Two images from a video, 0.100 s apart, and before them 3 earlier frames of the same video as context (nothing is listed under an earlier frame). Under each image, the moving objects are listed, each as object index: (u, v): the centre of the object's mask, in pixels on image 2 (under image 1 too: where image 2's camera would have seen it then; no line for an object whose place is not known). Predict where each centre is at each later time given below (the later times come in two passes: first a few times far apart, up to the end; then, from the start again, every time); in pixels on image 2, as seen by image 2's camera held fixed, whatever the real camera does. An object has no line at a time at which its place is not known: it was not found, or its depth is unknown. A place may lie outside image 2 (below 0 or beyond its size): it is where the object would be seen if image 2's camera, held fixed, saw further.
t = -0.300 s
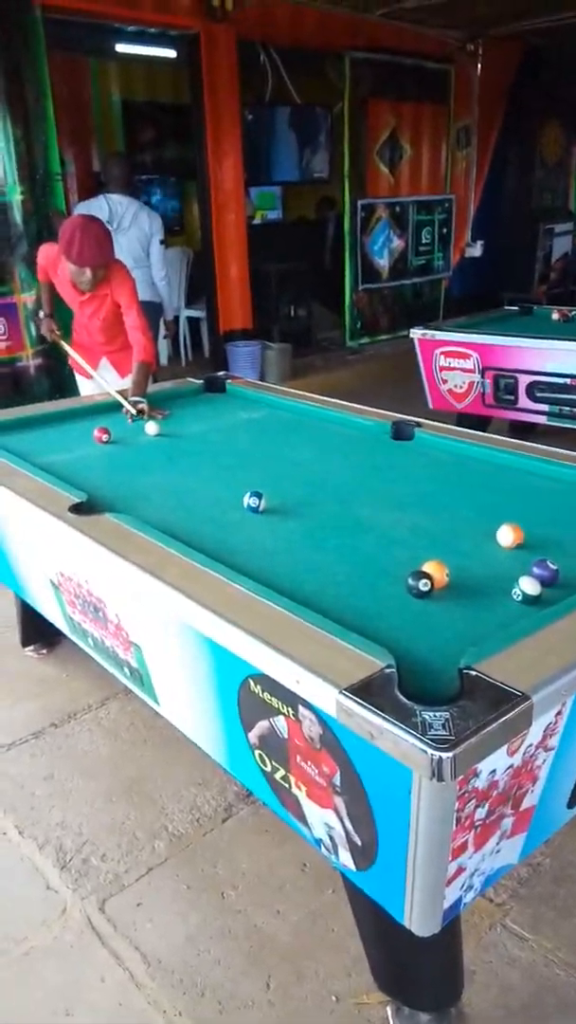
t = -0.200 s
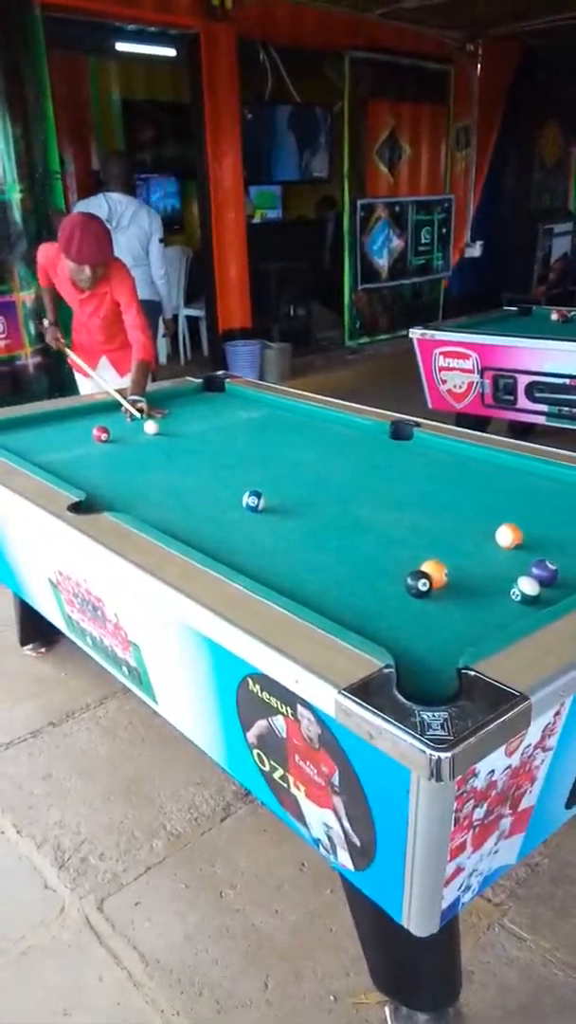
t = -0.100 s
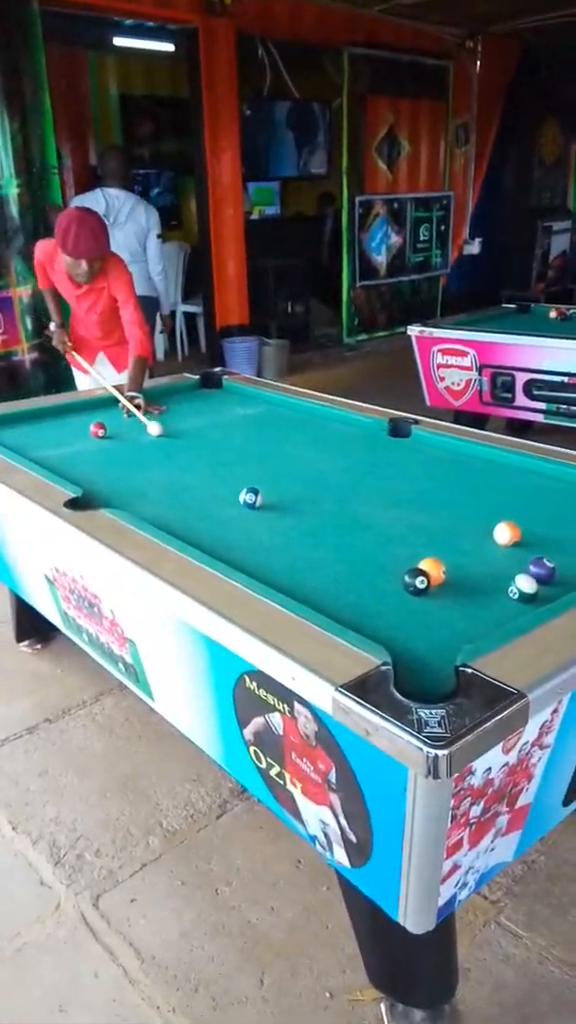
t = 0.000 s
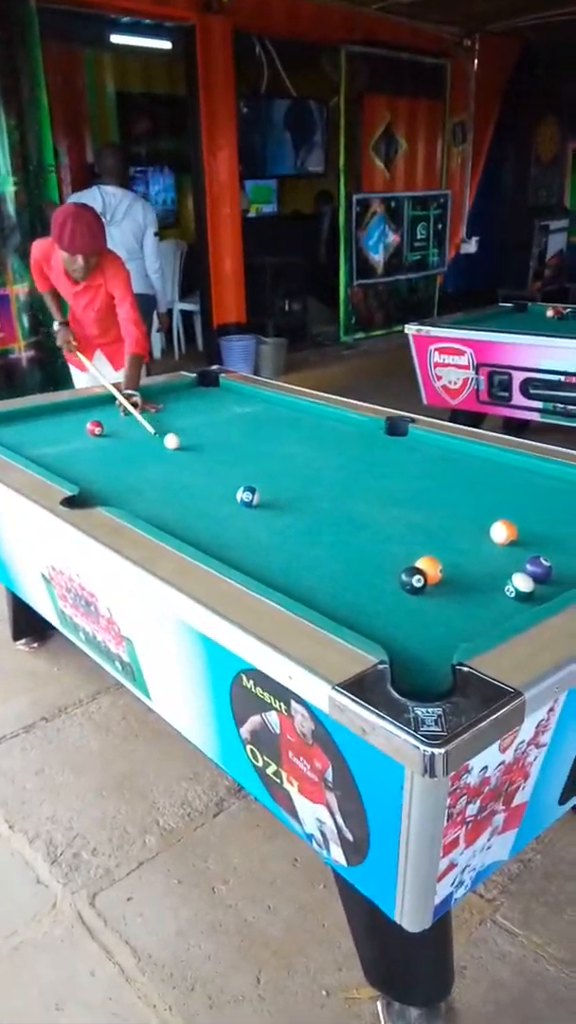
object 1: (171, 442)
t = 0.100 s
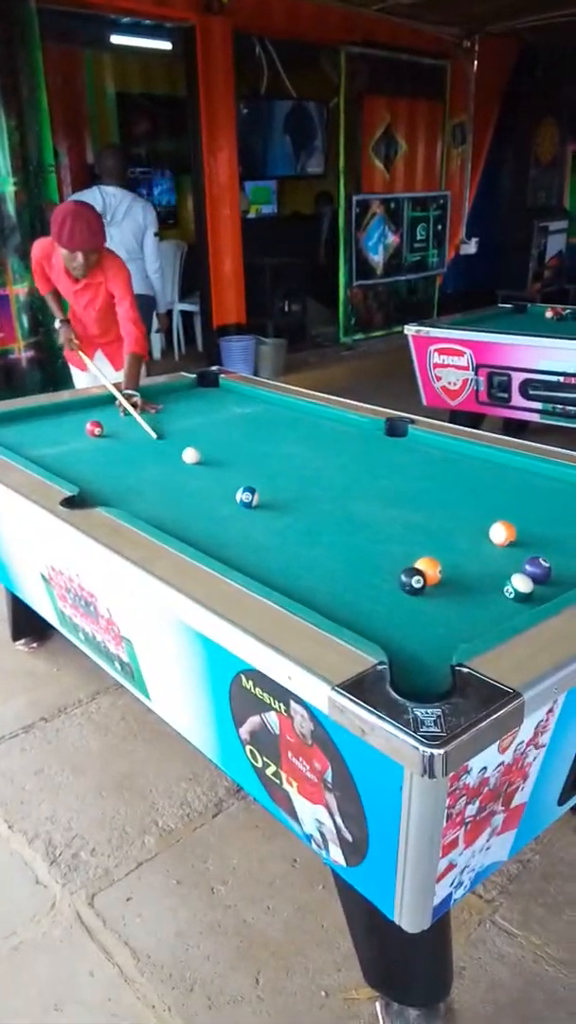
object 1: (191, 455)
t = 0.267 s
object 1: (226, 481)
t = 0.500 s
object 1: (257, 491)
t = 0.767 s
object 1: (286, 496)
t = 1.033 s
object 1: (314, 500)
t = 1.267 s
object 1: (338, 505)
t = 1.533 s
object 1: (365, 509)
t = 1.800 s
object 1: (392, 513)
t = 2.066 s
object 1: (419, 517)
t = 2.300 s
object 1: (441, 520)
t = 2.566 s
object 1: (465, 523)
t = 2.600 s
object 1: (468, 524)
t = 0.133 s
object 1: (197, 460)
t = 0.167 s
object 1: (204, 465)
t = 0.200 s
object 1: (211, 470)
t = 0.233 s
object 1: (219, 476)
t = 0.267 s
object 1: (226, 481)
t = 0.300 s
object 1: (233, 485)
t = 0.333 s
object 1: (239, 488)
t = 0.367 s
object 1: (243, 489)
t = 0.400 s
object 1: (247, 490)
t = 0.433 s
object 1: (250, 490)
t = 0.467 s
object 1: (254, 490)
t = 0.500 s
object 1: (257, 491)
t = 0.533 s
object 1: (261, 492)
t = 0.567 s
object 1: (264, 492)
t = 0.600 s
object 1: (268, 493)
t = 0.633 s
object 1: (272, 493)
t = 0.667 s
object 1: (275, 494)
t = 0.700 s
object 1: (279, 494)
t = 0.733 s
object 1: (282, 495)
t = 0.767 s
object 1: (286, 496)
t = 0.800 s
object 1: (289, 496)
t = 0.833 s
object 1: (293, 497)
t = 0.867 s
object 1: (296, 497)
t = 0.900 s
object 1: (300, 498)
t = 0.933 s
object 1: (303, 499)
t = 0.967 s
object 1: (307, 499)
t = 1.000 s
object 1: (311, 500)
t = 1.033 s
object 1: (314, 500)
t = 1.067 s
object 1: (318, 501)
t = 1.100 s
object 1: (321, 501)
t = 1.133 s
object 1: (325, 502)
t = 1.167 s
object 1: (328, 503)
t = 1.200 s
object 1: (332, 503)
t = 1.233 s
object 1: (335, 504)
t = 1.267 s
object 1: (338, 505)
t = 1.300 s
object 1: (342, 505)
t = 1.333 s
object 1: (345, 506)
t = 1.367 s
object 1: (348, 506)
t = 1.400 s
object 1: (352, 507)
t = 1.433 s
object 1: (355, 507)
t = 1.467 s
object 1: (359, 508)
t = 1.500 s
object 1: (362, 508)
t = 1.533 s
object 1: (365, 509)
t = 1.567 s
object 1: (369, 510)
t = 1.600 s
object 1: (372, 510)
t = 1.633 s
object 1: (375, 510)
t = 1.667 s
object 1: (379, 511)
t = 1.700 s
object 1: (382, 512)
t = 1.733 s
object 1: (385, 512)
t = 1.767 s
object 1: (389, 512)
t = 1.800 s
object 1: (392, 513)
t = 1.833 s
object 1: (395, 514)
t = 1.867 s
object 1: (399, 514)
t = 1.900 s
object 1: (402, 514)
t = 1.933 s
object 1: (405, 515)
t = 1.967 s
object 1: (409, 515)
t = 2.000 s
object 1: (412, 516)
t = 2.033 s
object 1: (415, 516)
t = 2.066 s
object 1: (419, 517)
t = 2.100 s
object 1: (422, 517)
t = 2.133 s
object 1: (425, 518)
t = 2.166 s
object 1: (428, 518)
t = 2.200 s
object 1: (431, 518)
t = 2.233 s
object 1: (434, 519)
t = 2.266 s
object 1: (437, 520)
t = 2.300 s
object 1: (441, 520)
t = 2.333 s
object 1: (444, 520)
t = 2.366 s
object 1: (447, 521)
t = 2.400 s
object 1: (450, 521)
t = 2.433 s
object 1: (453, 522)
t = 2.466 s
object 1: (456, 522)
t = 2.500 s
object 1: (459, 522)
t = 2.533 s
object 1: (462, 523)
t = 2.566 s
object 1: (465, 523)
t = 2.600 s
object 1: (468, 524)
